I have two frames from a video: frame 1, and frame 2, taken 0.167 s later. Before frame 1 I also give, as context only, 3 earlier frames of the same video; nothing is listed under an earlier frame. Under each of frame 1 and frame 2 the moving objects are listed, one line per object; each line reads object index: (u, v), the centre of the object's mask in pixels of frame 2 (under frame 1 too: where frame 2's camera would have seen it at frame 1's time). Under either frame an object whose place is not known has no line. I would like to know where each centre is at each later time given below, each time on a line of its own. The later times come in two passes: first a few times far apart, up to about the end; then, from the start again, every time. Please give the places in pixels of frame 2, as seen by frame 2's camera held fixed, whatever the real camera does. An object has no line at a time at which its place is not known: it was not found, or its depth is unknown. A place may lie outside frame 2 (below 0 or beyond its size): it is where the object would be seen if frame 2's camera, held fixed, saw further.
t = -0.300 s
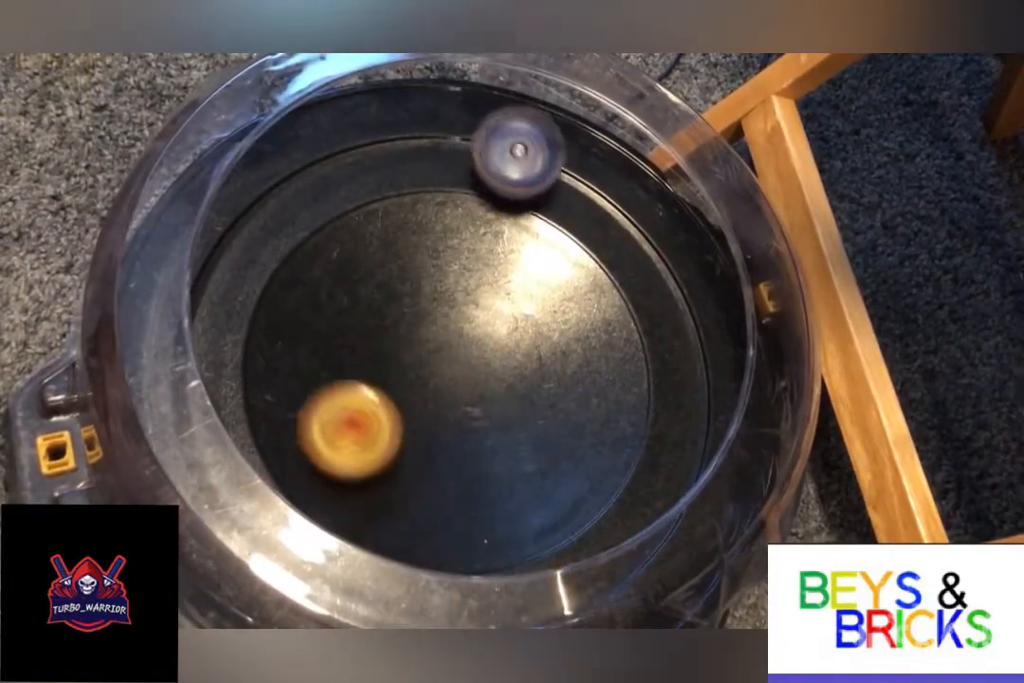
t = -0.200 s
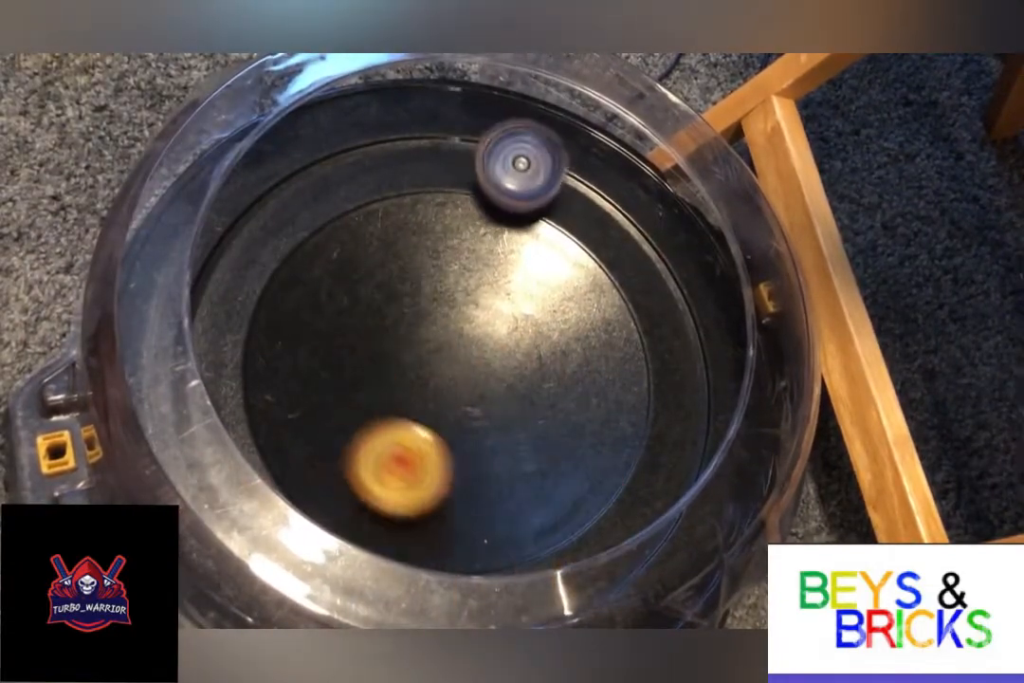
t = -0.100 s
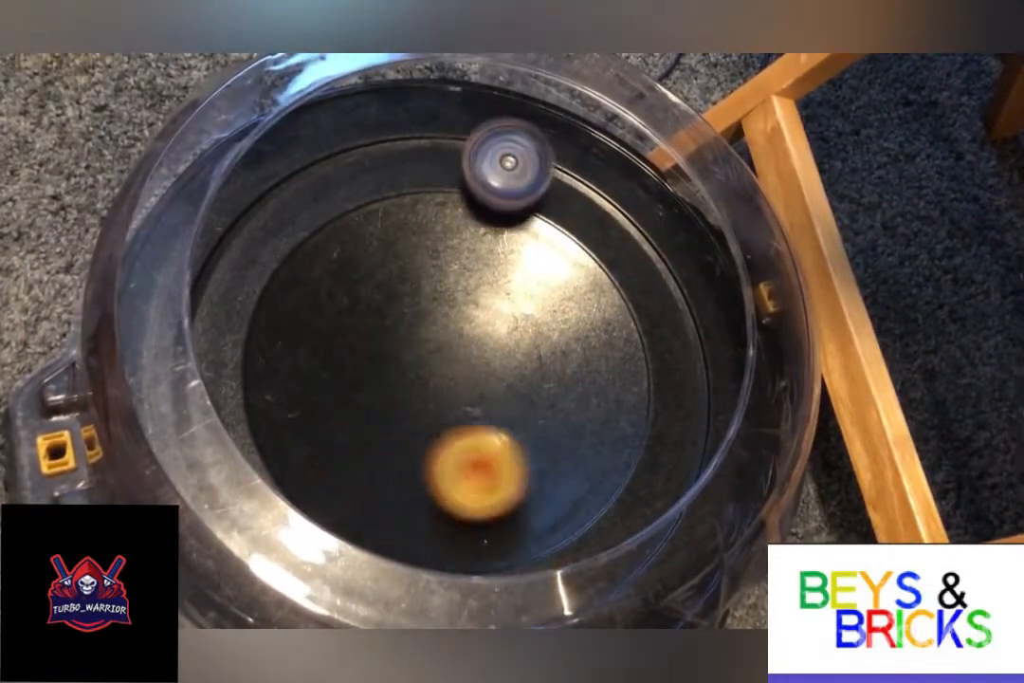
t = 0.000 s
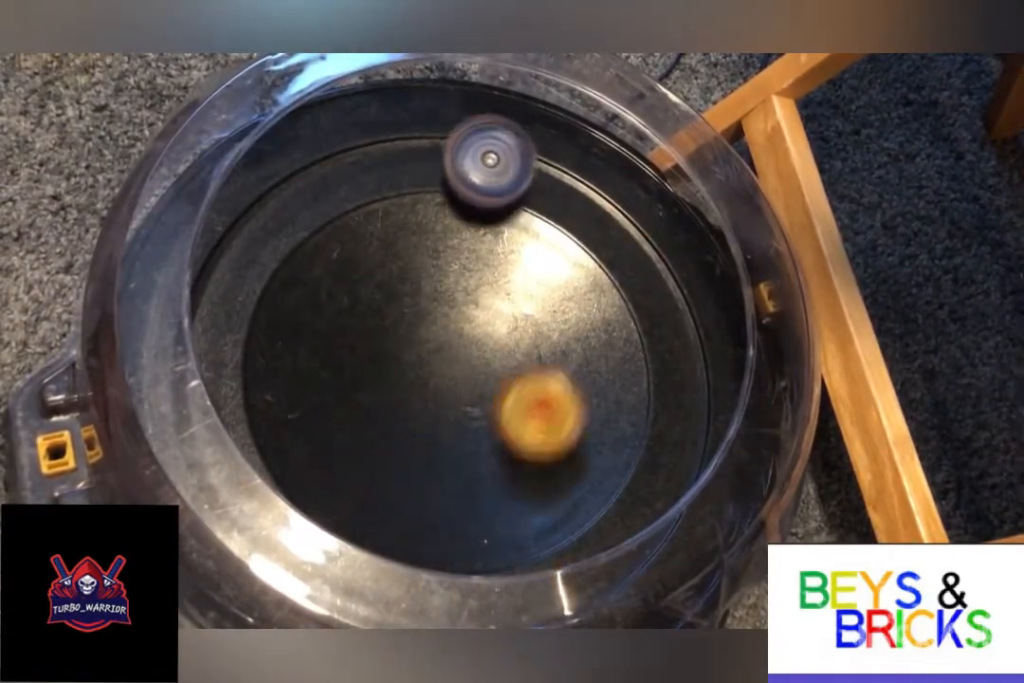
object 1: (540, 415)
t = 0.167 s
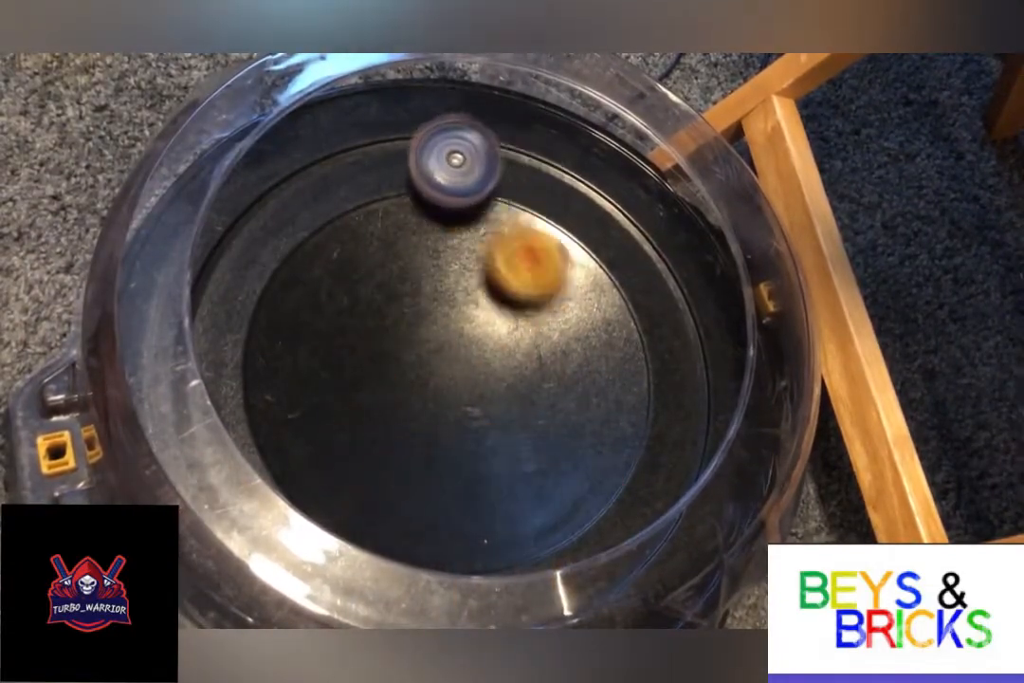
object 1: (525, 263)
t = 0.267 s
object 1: (479, 234)
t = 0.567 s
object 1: (304, 426)
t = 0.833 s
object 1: (484, 524)
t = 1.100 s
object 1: (554, 243)
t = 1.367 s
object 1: (347, 107)
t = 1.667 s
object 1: (339, 190)
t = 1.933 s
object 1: (395, 398)
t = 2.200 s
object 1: (616, 444)
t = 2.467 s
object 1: (590, 262)
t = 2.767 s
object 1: (349, 290)
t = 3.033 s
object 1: (380, 501)
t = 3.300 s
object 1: (536, 455)
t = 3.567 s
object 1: (531, 338)
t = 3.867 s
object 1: (350, 364)
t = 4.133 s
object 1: (429, 482)
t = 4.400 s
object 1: (532, 363)
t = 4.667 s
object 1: (437, 246)
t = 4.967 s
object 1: (387, 310)
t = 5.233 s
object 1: (496, 429)
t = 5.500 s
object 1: (543, 313)
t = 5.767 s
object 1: (411, 275)
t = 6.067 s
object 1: (475, 476)
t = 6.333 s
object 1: (600, 378)
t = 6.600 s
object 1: (466, 265)
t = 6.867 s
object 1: (307, 234)
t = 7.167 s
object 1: (357, 454)
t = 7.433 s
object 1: (574, 395)
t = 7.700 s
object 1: (519, 223)
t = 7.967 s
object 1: (350, 297)
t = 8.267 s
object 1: (401, 490)
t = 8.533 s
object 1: (553, 451)
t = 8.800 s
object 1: (588, 315)
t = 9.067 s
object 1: (491, 273)
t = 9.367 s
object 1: (480, 355)
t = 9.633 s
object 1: (501, 401)
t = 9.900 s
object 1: (545, 408)
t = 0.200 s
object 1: (508, 239)
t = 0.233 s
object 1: (494, 230)
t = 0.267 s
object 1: (479, 234)
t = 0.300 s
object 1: (458, 240)
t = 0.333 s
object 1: (436, 251)
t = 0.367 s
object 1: (409, 265)
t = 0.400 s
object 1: (383, 282)
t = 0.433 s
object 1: (359, 304)
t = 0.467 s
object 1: (338, 330)
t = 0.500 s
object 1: (320, 359)
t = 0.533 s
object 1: (307, 392)
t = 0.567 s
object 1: (304, 426)
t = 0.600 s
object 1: (310, 455)
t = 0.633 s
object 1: (325, 479)
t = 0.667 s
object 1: (345, 500)
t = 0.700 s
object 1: (370, 516)
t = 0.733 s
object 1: (396, 527)
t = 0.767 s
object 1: (425, 532)
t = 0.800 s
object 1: (454, 532)
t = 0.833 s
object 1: (484, 524)
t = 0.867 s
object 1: (512, 506)
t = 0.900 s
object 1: (536, 478)
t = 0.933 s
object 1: (556, 444)
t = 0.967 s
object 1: (569, 407)
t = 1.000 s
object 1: (574, 367)
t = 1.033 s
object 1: (571, 327)
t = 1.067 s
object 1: (567, 289)
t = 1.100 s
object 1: (554, 243)
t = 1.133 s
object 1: (535, 211)
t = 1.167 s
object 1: (513, 185)
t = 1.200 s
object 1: (485, 162)
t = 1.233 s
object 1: (458, 142)
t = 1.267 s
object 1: (430, 124)
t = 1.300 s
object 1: (401, 112)
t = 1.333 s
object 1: (373, 109)
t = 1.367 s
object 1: (347, 107)
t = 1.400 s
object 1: (325, 108)
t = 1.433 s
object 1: (323, 115)
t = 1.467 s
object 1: (325, 124)
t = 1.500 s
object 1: (327, 131)
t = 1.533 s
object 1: (329, 142)
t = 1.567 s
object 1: (332, 158)
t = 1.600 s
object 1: (335, 171)
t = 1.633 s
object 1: (336, 182)
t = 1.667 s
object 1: (339, 190)
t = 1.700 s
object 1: (343, 200)
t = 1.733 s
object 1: (346, 217)
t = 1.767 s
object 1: (349, 238)
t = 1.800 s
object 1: (352, 265)
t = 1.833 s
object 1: (357, 295)
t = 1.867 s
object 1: (363, 327)
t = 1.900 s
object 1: (376, 363)
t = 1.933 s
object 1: (395, 398)
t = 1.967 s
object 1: (422, 430)
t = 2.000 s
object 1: (454, 454)
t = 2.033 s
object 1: (487, 470)
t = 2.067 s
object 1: (520, 480)
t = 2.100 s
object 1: (548, 481)
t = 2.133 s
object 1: (576, 475)
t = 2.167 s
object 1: (597, 462)
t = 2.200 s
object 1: (616, 444)
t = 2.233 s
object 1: (628, 423)
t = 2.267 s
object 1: (637, 399)
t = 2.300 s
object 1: (640, 375)
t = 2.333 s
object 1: (639, 350)
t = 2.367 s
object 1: (633, 326)
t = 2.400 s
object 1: (622, 302)
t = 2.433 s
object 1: (608, 281)
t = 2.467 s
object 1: (590, 262)
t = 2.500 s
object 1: (568, 245)
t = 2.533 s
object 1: (544, 231)
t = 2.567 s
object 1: (515, 222)
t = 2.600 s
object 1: (486, 220)
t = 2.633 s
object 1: (457, 221)
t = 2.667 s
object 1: (425, 230)
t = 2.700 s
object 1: (394, 246)
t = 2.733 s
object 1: (369, 266)
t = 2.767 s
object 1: (349, 290)
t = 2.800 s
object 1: (335, 319)
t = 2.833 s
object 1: (328, 349)
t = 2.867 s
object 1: (329, 383)
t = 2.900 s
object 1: (337, 418)
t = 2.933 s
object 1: (352, 448)
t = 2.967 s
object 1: (359, 471)
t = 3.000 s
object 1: (366, 489)
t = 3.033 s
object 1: (380, 501)
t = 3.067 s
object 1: (396, 509)
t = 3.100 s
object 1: (414, 513)
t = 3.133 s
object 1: (434, 513)
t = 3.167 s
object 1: (456, 508)
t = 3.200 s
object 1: (477, 500)
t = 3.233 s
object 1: (498, 488)
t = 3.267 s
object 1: (518, 474)
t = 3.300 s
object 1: (536, 455)
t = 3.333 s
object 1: (550, 434)
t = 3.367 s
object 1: (559, 409)
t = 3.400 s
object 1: (567, 398)
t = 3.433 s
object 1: (570, 393)
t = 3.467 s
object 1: (567, 381)
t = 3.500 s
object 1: (559, 368)
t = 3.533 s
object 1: (547, 353)
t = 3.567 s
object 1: (531, 338)
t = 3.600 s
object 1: (508, 323)
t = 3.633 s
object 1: (480, 313)
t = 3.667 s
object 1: (453, 307)
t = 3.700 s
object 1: (427, 305)
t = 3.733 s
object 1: (403, 308)
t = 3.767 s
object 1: (383, 316)
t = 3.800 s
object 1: (367, 329)
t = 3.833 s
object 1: (357, 346)
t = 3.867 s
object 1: (350, 364)
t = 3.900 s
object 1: (347, 384)
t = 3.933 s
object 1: (349, 403)
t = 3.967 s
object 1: (355, 421)
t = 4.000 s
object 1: (364, 438)
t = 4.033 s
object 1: (376, 454)
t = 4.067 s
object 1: (392, 466)
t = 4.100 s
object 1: (409, 477)
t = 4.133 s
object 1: (429, 482)
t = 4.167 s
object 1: (451, 482)
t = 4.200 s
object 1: (472, 478)
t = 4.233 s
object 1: (493, 469)
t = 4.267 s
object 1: (512, 455)
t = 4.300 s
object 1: (526, 436)
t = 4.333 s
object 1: (535, 413)
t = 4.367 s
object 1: (537, 388)
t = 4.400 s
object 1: (532, 363)
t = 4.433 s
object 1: (523, 336)
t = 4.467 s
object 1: (508, 309)
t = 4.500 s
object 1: (496, 290)
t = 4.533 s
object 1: (489, 272)
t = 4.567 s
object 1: (479, 257)
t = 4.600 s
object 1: (467, 249)
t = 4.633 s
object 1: (453, 246)
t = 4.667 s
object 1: (437, 246)
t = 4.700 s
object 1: (434, 243)
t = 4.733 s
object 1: (433, 241)
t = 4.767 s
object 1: (431, 243)
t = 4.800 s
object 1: (427, 247)
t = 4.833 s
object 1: (421, 257)
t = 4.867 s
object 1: (413, 268)
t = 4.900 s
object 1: (404, 281)
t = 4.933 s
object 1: (395, 294)
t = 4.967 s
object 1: (387, 310)
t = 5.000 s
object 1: (383, 330)
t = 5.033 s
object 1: (384, 354)
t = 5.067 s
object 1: (394, 377)
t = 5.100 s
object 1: (409, 397)
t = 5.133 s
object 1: (429, 414)
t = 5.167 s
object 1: (452, 424)
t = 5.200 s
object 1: (475, 430)
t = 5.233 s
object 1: (496, 429)
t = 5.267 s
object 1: (513, 424)
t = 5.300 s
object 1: (526, 414)
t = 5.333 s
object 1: (534, 402)
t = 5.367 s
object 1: (541, 385)
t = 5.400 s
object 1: (544, 368)
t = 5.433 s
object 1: (547, 351)
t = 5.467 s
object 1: (546, 332)
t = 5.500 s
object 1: (543, 313)
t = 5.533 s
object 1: (534, 295)
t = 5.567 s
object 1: (523, 279)
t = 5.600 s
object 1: (508, 266)
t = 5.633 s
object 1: (492, 257)
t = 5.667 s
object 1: (473, 255)
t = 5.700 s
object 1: (453, 257)
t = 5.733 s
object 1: (431, 264)
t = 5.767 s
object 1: (411, 275)
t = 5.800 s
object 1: (396, 294)
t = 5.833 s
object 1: (384, 318)
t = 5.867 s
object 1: (379, 346)
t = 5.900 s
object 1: (380, 376)
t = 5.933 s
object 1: (390, 406)
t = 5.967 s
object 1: (405, 432)
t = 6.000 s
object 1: (426, 453)
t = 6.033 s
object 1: (449, 467)
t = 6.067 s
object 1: (475, 476)
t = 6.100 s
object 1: (501, 479)
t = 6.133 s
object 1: (525, 475)
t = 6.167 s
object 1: (547, 466)
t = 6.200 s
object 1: (565, 452)
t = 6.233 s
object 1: (580, 437)
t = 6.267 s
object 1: (590, 418)
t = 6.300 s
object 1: (597, 398)
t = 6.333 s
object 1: (600, 378)
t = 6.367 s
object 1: (599, 357)
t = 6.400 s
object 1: (593, 336)
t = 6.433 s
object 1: (583, 316)
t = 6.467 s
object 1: (567, 298)
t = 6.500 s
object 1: (547, 284)
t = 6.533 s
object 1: (522, 273)
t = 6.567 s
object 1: (493, 267)
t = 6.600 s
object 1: (466, 265)
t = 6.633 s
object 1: (442, 242)
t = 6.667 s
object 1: (421, 220)
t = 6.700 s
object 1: (398, 205)
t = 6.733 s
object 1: (378, 198)
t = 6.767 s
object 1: (359, 198)
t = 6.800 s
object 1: (340, 203)
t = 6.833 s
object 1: (323, 216)
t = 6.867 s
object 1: (307, 234)
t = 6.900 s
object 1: (293, 253)
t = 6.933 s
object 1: (283, 276)
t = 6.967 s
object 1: (277, 302)
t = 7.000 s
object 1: (277, 329)
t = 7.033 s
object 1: (282, 356)
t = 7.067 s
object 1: (291, 384)
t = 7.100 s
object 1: (307, 411)
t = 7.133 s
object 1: (330, 435)
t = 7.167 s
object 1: (357, 454)
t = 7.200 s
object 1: (387, 468)
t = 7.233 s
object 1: (421, 476)
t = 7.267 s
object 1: (455, 477)
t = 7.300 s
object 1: (487, 470)
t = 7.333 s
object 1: (516, 458)
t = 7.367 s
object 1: (540, 440)
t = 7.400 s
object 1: (560, 419)
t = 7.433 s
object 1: (574, 395)
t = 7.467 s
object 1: (583, 369)
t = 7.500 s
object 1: (587, 344)
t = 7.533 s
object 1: (586, 317)
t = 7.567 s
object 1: (582, 294)
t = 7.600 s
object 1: (572, 270)
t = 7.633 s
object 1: (557, 250)
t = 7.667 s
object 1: (539, 235)
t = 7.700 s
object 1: (519, 223)
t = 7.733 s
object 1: (496, 216)
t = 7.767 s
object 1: (474, 214)
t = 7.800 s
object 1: (451, 215)
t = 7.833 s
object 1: (426, 222)
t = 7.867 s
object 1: (401, 233)
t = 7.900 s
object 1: (381, 249)
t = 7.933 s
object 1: (363, 271)
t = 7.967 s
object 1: (350, 297)
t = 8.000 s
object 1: (342, 324)
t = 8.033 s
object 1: (337, 352)
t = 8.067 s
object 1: (339, 382)
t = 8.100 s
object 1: (335, 408)
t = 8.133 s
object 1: (337, 430)
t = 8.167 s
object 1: (346, 449)
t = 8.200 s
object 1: (361, 465)
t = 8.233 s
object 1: (379, 480)
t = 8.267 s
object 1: (401, 490)
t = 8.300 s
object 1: (423, 497)
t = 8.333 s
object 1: (446, 499)
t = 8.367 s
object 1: (469, 497)
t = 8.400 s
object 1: (491, 491)
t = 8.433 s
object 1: (511, 486)
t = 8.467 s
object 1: (528, 479)
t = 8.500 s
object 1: (543, 466)
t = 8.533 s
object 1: (553, 451)
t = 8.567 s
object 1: (563, 433)
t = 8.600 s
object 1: (567, 413)
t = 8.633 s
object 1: (570, 393)
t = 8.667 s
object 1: (584, 378)
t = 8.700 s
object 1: (593, 362)
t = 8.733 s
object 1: (597, 347)
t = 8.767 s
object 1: (595, 331)
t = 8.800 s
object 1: (588, 315)
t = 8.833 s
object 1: (578, 301)
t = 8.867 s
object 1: (563, 289)
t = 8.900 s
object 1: (545, 279)
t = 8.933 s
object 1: (526, 271)
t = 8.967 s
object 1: (518, 267)
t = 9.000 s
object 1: (509, 265)
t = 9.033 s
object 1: (498, 267)
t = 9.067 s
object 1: (491, 273)
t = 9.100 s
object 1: (495, 280)
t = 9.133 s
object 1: (496, 289)
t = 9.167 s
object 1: (494, 297)
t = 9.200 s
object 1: (490, 304)
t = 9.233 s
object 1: (486, 311)
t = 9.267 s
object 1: (482, 320)
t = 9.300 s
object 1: (480, 332)
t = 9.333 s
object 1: (480, 343)
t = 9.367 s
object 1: (480, 355)
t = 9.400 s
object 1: (482, 366)
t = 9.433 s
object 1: (484, 375)
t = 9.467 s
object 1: (487, 382)
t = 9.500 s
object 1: (490, 389)
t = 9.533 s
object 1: (493, 394)
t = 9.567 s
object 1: (496, 397)
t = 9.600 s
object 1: (499, 399)
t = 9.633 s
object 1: (501, 401)
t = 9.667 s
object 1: (504, 402)
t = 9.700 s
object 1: (508, 404)
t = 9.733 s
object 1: (520, 408)
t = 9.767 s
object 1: (528, 410)
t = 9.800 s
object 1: (535, 411)
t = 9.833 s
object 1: (539, 411)
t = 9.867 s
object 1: (542, 410)
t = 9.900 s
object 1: (545, 408)
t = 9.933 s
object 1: (546, 406)
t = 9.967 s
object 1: (545, 403)
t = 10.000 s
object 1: (545, 400)
